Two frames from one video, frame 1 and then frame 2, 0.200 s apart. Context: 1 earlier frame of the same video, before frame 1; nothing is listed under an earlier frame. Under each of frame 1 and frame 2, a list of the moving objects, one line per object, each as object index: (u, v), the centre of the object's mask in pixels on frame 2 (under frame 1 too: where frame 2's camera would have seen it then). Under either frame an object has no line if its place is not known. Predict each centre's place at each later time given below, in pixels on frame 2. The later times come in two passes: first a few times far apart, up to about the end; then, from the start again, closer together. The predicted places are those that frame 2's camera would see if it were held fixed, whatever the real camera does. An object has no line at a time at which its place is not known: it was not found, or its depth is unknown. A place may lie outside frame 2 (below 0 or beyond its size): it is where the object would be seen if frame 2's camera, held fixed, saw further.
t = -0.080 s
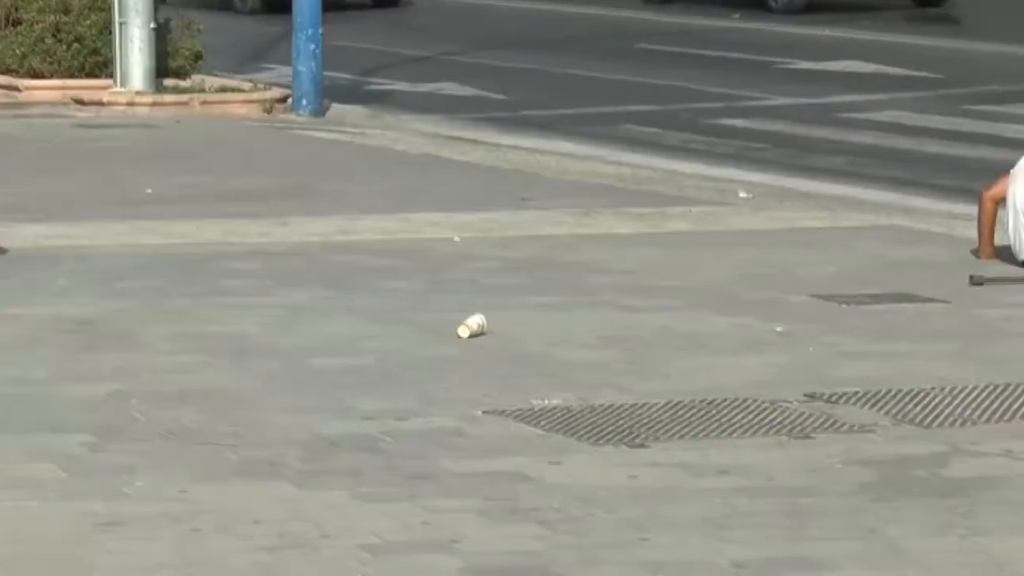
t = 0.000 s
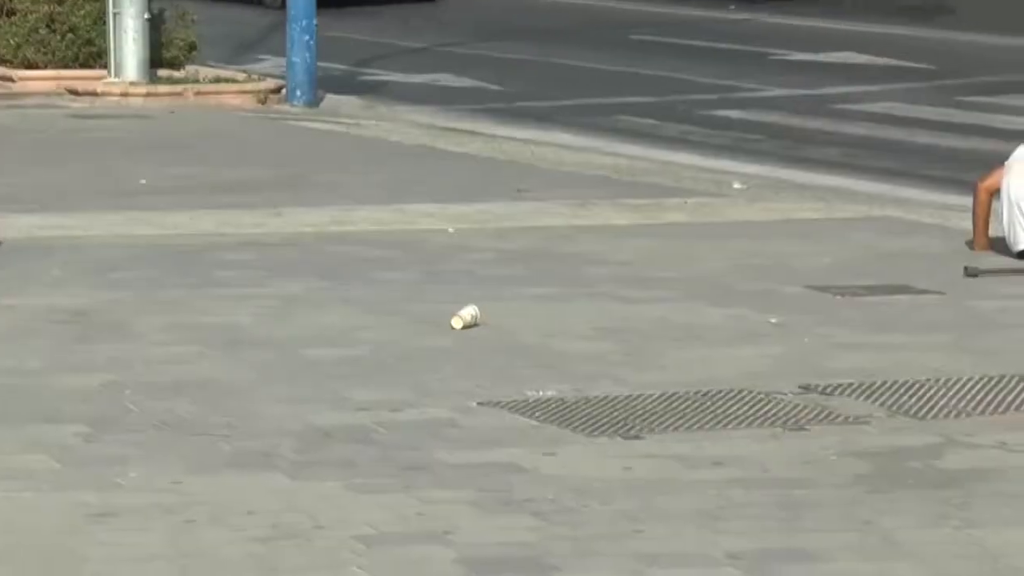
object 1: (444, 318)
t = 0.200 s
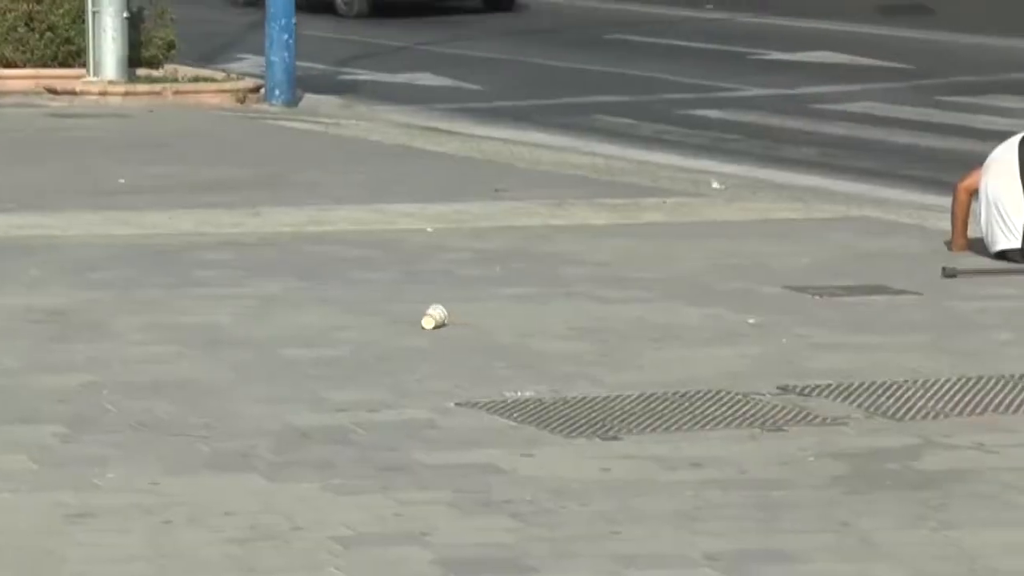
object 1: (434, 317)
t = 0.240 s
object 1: (431, 317)
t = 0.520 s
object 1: (405, 315)
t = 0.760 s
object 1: (379, 316)
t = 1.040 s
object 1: (352, 318)
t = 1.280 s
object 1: (334, 320)
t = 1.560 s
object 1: (325, 323)
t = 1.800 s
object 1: (323, 326)
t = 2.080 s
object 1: (323, 326)
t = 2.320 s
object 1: (323, 326)
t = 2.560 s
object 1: (323, 324)
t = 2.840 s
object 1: (324, 324)
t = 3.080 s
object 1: (324, 323)
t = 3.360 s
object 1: (327, 323)
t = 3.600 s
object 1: (330, 322)
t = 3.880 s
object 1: (335, 320)
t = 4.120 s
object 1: (336, 320)
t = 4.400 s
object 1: (340, 320)
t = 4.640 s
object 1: (343, 320)
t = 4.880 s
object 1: (342, 320)
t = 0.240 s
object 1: (431, 317)
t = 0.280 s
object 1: (428, 317)
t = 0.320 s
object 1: (425, 317)
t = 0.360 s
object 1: (421, 317)
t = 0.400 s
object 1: (417, 316)
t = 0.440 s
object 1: (413, 315)
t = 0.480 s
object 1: (409, 315)
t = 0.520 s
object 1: (405, 315)
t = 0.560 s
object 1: (400, 315)
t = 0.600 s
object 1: (396, 316)
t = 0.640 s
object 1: (392, 316)
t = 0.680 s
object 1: (388, 317)
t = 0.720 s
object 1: (384, 316)
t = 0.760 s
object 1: (379, 316)
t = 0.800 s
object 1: (375, 317)
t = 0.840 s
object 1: (371, 317)
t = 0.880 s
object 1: (366, 317)
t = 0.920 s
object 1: (362, 318)
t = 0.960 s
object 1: (359, 318)
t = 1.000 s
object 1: (356, 318)
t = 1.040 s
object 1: (352, 318)
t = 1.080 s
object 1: (349, 318)
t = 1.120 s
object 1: (346, 319)
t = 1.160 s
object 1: (343, 320)
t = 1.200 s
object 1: (339, 320)
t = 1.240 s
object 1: (336, 320)
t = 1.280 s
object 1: (334, 320)
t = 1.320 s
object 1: (332, 321)
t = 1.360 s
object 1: (330, 321)
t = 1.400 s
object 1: (329, 322)
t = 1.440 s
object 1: (327, 323)
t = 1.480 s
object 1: (326, 323)
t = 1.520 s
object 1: (325, 323)
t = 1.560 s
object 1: (325, 323)
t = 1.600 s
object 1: (324, 323)
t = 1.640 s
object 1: (324, 324)
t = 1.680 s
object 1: (324, 324)
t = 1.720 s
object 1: (323, 325)
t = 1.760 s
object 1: (323, 325)
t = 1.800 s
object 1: (323, 326)
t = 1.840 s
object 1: (323, 327)
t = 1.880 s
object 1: (323, 327)
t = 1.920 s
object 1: (323, 327)
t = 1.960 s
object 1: (323, 327)
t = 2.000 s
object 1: (323, 327)
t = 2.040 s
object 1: (323, 327)
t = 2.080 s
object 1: (323, 326)
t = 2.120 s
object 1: (324, 326)
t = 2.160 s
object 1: (323, 327)
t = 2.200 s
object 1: (323, 327)
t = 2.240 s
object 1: (323, 327)
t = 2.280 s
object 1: (323, 327)
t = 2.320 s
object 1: (323, 326)
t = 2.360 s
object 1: (324, 326)
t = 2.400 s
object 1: (324, 326)
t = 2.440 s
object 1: (323, 325)
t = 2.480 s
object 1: (323, 325)
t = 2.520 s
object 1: (323, 325)
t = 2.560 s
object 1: (323, 324)
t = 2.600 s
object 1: (323, 324)
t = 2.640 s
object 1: (323, 324)
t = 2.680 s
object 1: (323, 324)
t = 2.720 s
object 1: (323, 324)
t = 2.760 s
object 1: (323, 324)
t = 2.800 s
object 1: (324, 324)
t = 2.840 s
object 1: (324, 324)
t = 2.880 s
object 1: (324, 324)
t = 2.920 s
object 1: (324, 324)
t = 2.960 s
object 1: (324, 324)
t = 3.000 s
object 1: (324, 323)
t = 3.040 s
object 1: (324, 323)
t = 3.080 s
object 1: (324, 323)
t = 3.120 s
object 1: (324, 323)
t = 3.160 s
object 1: (325, 323)
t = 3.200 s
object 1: (325, 323)
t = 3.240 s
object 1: (325, 323)
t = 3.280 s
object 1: (326, 323)
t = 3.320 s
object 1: (327, 323)
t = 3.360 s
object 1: (327, 323)
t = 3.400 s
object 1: (327, 323)
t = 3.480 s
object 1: (329, 322)
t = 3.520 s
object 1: (329, 322)
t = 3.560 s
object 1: (330, 322)
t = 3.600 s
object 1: (330, 322)
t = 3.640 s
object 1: (332, 322)
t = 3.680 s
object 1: (332, 321)
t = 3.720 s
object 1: (332, 321)
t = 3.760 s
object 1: (333, 320)
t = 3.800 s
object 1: (333, 321)
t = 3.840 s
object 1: (334, 320)
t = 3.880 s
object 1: (335, 320)
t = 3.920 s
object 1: (335, 320)
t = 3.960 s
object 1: (335, 320)
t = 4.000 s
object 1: (335, 320)
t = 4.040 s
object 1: (335, 320)
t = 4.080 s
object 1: (335, 320)
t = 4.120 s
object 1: (336, 320)
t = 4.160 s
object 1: (336, 321)
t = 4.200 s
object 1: (337, 320)
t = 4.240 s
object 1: (338, 320)
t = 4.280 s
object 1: (338, 321)
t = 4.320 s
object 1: (339, 320)
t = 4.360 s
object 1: (340, 320)
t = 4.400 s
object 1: (340, 320)
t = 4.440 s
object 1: (341, 320)
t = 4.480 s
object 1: (342, 320)
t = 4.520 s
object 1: (342, 320)
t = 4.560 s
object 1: (343, 320)
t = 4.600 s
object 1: (343, 320)
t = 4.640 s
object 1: (343, 320)
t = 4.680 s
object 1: (343, 320)
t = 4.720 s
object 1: (343, 320)
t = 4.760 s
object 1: (343, 320)
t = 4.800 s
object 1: (342, 320)
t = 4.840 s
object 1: (342, 320)
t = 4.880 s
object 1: (342, 320)
